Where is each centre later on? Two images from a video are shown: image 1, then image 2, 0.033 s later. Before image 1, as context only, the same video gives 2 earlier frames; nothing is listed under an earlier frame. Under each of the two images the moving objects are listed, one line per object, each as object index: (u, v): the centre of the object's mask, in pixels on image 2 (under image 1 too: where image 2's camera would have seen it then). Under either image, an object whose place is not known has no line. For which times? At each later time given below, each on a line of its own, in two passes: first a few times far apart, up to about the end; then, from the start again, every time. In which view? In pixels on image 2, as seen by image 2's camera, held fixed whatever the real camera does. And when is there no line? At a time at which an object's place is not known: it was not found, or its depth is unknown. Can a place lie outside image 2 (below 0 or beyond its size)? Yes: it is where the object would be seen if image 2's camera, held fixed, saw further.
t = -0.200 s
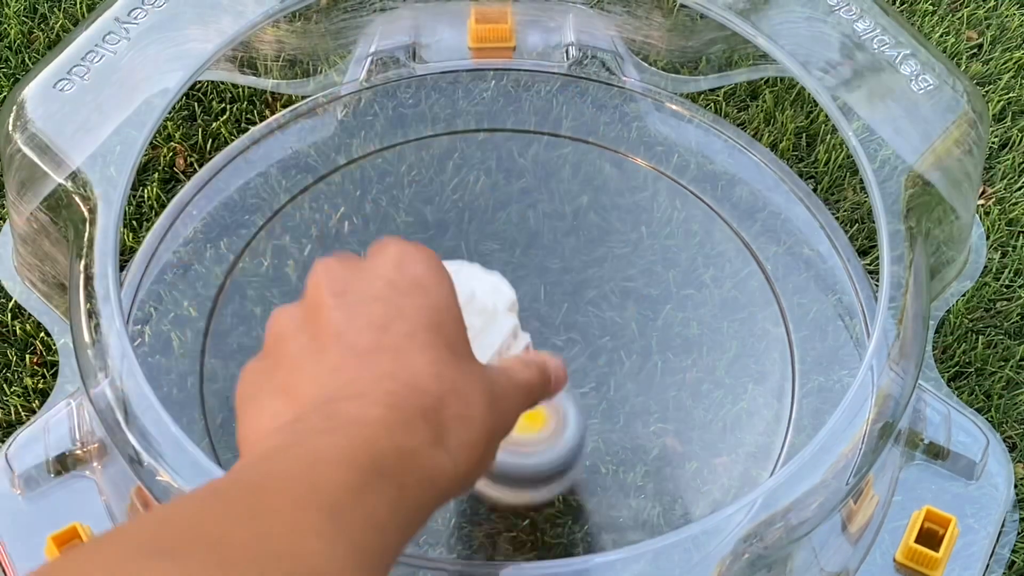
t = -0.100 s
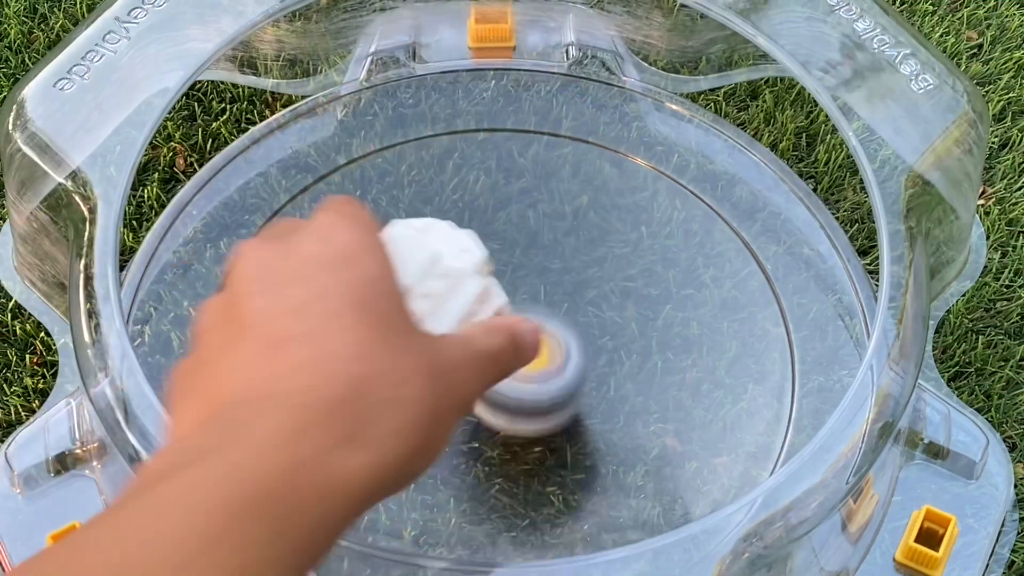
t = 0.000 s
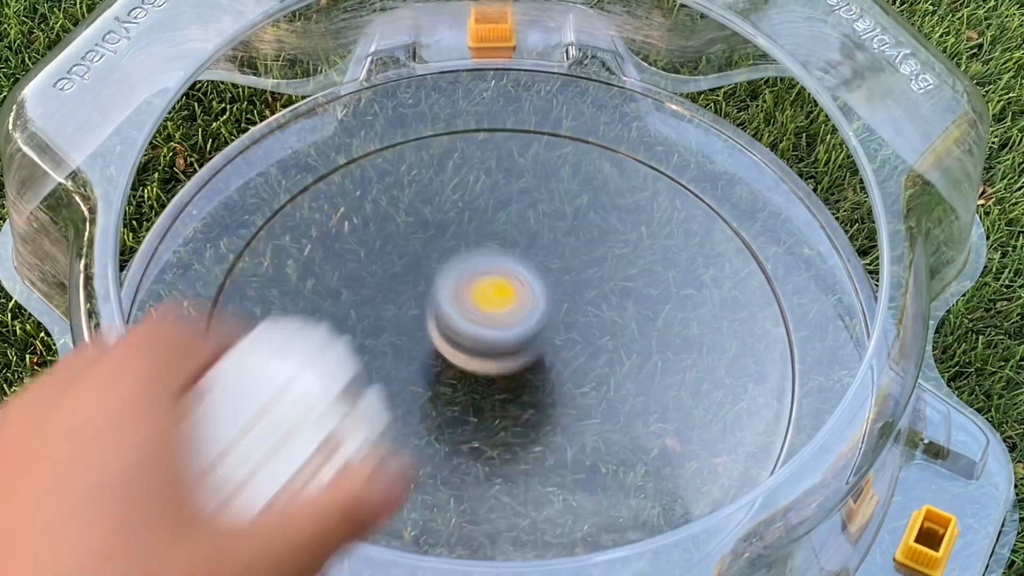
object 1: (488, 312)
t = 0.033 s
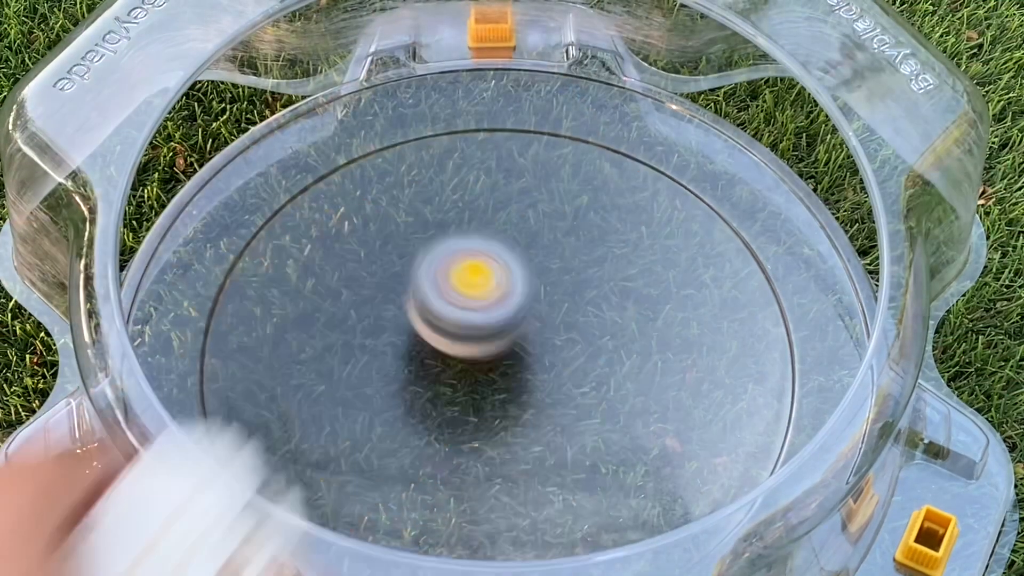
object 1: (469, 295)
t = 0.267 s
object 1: (299, 270)
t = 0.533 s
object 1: (409, 406)
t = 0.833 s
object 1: (618, 273)
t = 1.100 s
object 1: (523, 162)
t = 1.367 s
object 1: (432, 335)
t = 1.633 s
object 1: (565, 481)
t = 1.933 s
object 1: (673, 368)
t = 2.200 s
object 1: (467, 297)
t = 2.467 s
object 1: (294, 353)
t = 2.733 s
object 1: (419, 445)
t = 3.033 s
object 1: (576, 301)
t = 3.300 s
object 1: (533, 176)
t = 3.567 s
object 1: (439, 290)
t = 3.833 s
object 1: (522, 435)
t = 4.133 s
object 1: (655, 420)
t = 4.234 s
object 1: (625, 372)
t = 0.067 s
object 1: (446, 281)
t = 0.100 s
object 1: (420, 268)
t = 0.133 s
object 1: (395, 259)
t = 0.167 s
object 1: (368, 255)
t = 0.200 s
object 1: (343, 254)
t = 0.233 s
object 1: (320, 260)
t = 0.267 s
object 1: (299, 270)
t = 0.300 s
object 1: (284, 285)
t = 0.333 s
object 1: (277, 304)
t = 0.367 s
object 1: (279, 327)
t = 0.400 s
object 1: (291, 352)
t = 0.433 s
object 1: (311, 373)
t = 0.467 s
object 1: (340, 390)
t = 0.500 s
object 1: (373, 402)
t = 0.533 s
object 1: (409, 406)
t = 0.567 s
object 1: (443, 405)
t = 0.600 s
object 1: (478, 398)
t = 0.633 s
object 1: (507, 389)
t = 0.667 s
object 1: (535, 373)
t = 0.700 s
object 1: (559, 357)
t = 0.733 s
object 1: (579, 338)
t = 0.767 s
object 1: (596, 317)
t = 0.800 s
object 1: (608, 296)
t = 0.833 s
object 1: (618, 273)
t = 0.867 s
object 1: (622, 251)
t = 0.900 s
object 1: (622, 229)
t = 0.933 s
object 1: (618, 208)
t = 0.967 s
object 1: (608, 189)
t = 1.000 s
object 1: (592, 174)
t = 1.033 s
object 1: (572, 163)
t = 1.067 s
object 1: (548, 159)
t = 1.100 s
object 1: (523, 162)
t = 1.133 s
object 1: (498, 171)
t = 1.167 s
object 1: (475, 187)
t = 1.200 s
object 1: (456, 207)
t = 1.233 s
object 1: (442, 232)
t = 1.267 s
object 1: (433, 257)
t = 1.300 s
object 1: (428, 283)
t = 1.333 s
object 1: (428, 309)
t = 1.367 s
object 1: (432, 335)
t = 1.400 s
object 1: (438, 359)
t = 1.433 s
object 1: (449, 383)
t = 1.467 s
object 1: (461, 405)
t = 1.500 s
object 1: (478, 426)
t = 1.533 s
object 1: (495, 444)
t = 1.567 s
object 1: (517, 459)
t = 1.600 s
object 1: (540, 472)
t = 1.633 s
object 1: (565, 481)
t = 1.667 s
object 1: (591, 485)
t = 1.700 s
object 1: (615, 482)
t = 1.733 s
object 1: (639, 477)
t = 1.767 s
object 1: (661, 467)
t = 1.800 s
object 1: (680, 454)
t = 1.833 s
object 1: (690, 436)
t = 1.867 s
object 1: (693, 414)
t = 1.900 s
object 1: (687, 391)
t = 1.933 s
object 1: (673, 368)
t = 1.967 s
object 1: (654, 351)
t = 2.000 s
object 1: (630, 334)
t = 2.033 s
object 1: (605, 320)
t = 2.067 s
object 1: (577, 311)
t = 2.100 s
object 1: (550, 304)
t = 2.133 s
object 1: (522, 300)
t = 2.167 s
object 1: (495, 298)
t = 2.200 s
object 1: (467, 297)
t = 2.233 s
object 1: (439, 297)
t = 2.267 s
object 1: (414, 299)
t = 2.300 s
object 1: (388, 303)
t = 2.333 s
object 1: (364, 308)
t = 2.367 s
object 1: (343, 316)
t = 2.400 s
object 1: (324, 326)
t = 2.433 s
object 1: (307, 339)
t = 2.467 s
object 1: (294, 353)
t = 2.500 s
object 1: (287, 369)
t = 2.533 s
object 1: (286, 387)
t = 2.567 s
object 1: (293, 406)
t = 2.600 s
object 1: (308, 423)
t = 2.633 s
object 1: (331, 436)
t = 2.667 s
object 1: (358, 445)
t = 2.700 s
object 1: (390, 448)
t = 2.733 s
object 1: (419, 445)
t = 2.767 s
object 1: (448, 438)
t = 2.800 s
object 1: (475, 426)
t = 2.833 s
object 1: (497, 411)
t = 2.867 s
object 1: (517, 395)
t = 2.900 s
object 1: (534, 377)
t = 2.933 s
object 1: (548, 359)
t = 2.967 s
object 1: (560, 339)
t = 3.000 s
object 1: (569, 319)
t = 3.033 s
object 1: (576, 301)
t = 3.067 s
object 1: (582, 280)
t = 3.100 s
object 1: (585, 261)
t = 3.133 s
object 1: (584, 241)
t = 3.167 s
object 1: (580, 224)
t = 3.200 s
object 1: (573, 207)
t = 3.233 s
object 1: (563, 193)
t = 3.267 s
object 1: (549, 182)
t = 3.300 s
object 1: (533, 176)
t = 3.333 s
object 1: (515, 174)
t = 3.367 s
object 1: (495, 180)
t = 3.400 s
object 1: (478, 190)
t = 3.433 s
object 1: (462, 204)
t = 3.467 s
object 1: (451, 224)
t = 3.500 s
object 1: (443, 246)
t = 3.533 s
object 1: (439, 269)
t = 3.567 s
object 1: (439, 290)
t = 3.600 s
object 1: (442, 311)
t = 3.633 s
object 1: (448, 332)
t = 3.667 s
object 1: (457, 352)
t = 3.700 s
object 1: (467, 372)
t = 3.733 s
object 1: (477, 390)
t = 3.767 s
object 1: (491, 406)
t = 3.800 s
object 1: (506, 420)
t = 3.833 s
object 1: (522, 435)
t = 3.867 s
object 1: (540, 446)
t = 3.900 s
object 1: (559, 454)
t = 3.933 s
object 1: (577, 462)
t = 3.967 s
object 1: (598, 464)
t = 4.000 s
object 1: (617, 463)
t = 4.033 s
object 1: (633, 459)
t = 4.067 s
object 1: (646, 448)
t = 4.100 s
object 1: (653, 435)
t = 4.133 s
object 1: (655, 420)
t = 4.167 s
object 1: (650, 403)
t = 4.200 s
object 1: (639, 387)
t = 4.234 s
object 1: (625, 372)
